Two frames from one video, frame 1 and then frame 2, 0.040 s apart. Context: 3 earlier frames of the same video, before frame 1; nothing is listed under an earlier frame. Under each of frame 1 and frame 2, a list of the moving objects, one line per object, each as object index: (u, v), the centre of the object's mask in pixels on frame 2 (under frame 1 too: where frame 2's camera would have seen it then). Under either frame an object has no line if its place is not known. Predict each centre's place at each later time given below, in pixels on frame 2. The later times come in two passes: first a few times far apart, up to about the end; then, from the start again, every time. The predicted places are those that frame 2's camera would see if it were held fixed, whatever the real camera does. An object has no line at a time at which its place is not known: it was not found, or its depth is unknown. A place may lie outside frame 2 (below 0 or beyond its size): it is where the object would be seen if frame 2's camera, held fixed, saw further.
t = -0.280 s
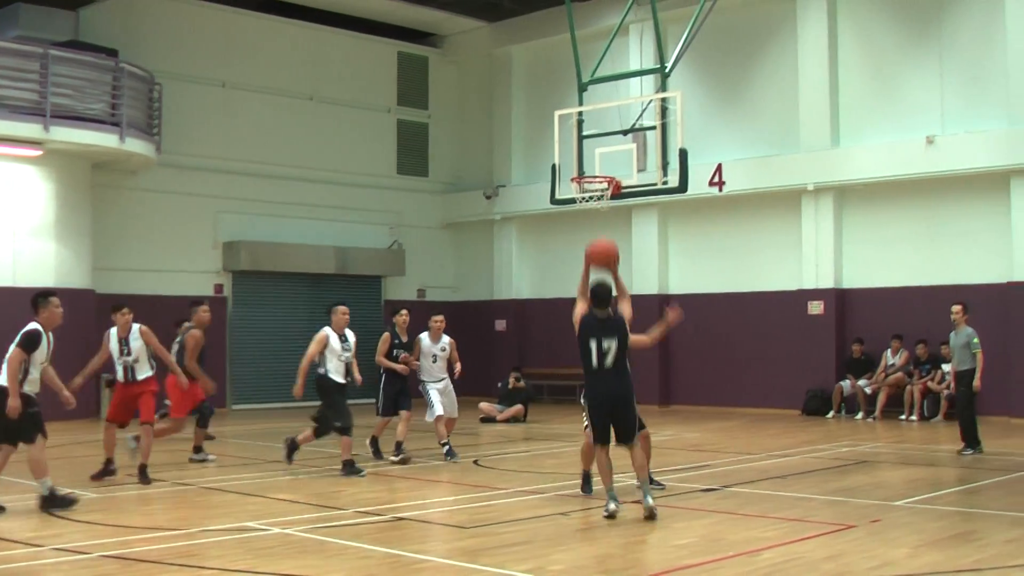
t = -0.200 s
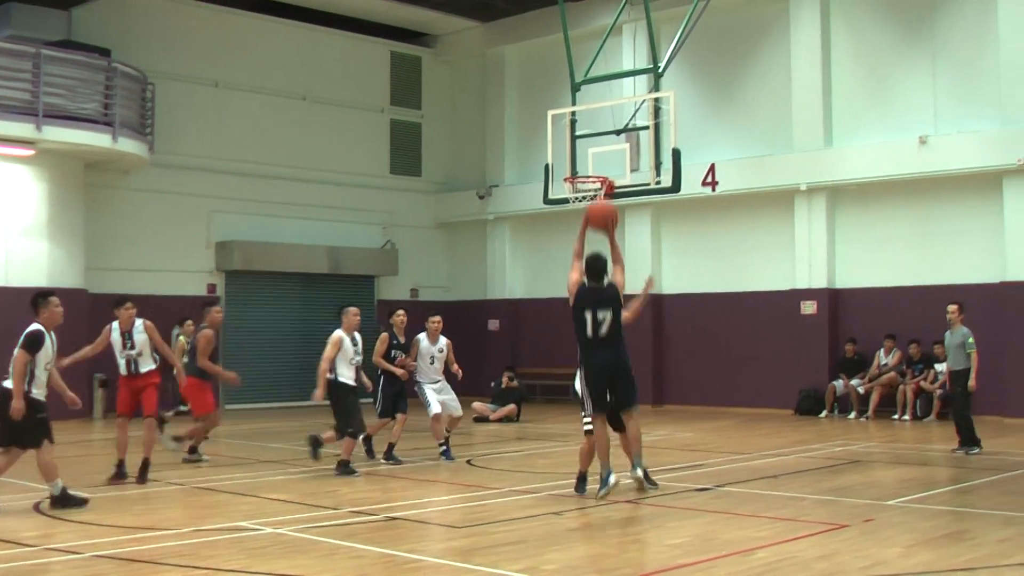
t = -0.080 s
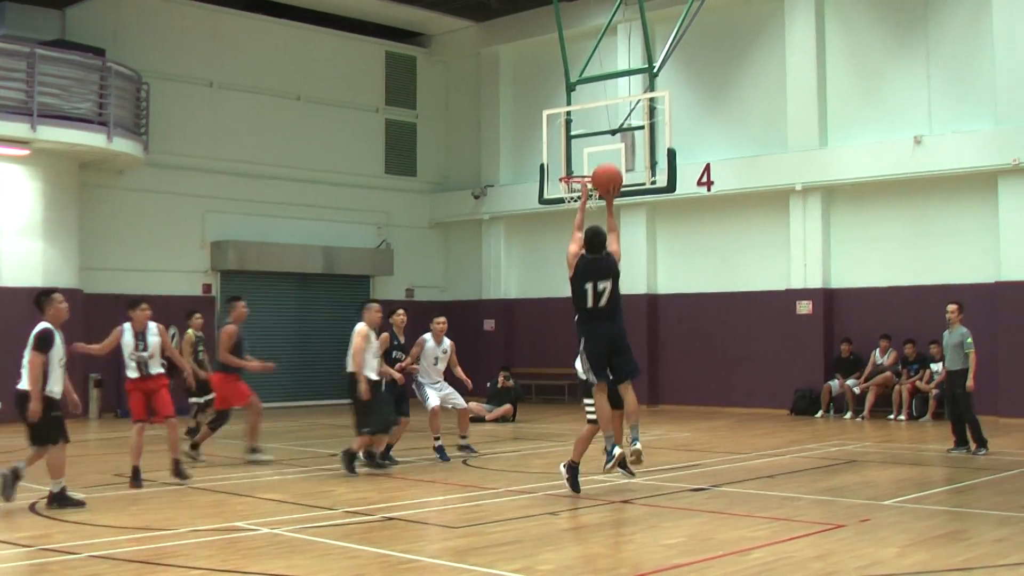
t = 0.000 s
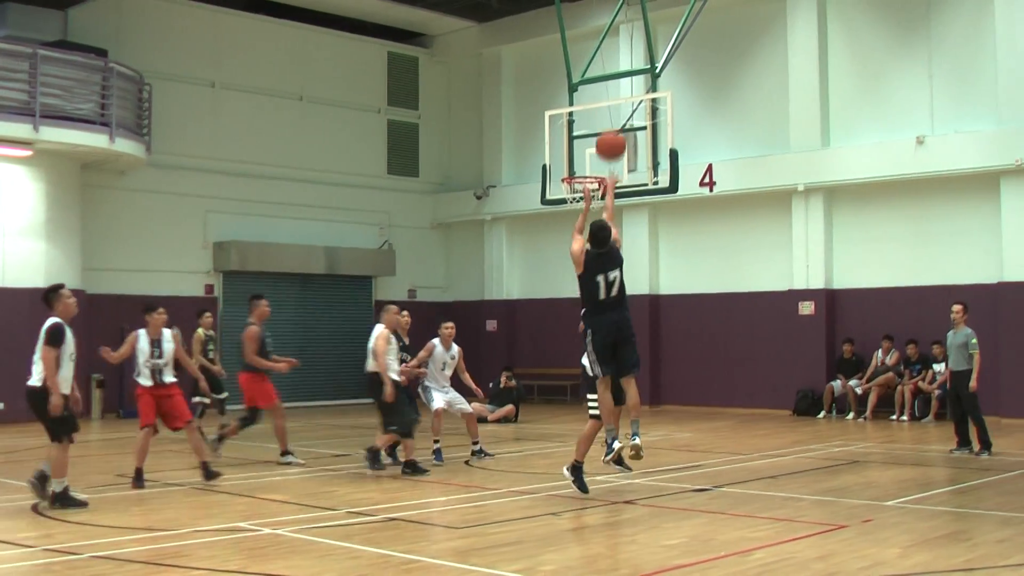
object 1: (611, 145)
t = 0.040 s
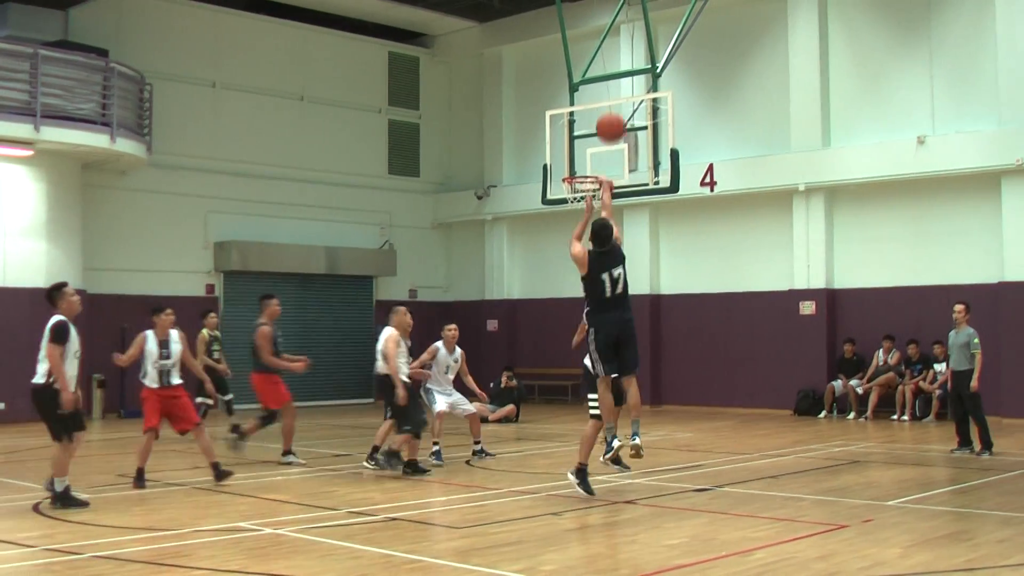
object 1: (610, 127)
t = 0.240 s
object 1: (608, 76)
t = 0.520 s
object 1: (606, 81)
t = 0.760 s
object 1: (606, 139)
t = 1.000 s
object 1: (603, 141)
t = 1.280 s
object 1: (574, 138)
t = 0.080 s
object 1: (610, 112)
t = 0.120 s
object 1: (609, 100)
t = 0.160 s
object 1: (609, 90)
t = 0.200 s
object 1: (608, 82)
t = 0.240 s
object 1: (608, 76)
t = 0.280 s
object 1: (607, 72)
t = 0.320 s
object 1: (607, 69)
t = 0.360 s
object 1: (607, 68)
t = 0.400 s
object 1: (606, 69)
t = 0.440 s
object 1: (606, 71)
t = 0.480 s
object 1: (606, 75)
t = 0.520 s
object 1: (606, 81)
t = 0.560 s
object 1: (606, 87)
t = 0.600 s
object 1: (606, 95)
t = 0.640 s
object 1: (606, 104)
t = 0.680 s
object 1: (606, 115)
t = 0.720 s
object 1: (606, 126)
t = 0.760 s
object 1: (606, 139)
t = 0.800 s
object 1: (606, 153)
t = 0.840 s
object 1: (607, 167)
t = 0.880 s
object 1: (608, 161)
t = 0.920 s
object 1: (610, 153)
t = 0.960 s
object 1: (607, 147)
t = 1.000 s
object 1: (603, 141)
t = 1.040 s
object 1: (599, 136)
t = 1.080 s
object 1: (595, 133)
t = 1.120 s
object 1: (591, 131)
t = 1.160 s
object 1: (587, 131)
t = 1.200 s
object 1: (583, 132)
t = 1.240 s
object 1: (579, 134)
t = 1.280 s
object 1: (574, 138)
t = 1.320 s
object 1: (570, 143)
